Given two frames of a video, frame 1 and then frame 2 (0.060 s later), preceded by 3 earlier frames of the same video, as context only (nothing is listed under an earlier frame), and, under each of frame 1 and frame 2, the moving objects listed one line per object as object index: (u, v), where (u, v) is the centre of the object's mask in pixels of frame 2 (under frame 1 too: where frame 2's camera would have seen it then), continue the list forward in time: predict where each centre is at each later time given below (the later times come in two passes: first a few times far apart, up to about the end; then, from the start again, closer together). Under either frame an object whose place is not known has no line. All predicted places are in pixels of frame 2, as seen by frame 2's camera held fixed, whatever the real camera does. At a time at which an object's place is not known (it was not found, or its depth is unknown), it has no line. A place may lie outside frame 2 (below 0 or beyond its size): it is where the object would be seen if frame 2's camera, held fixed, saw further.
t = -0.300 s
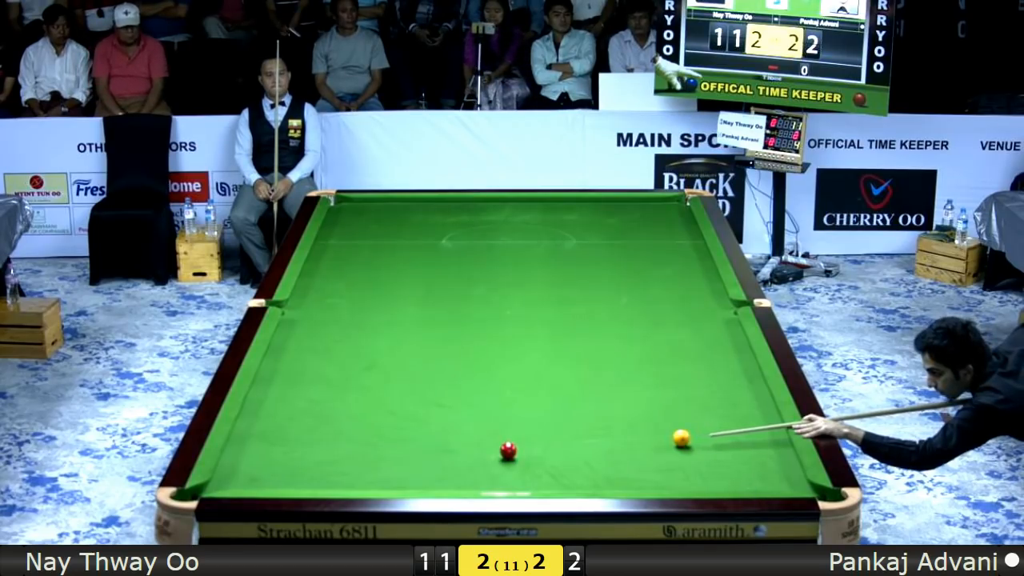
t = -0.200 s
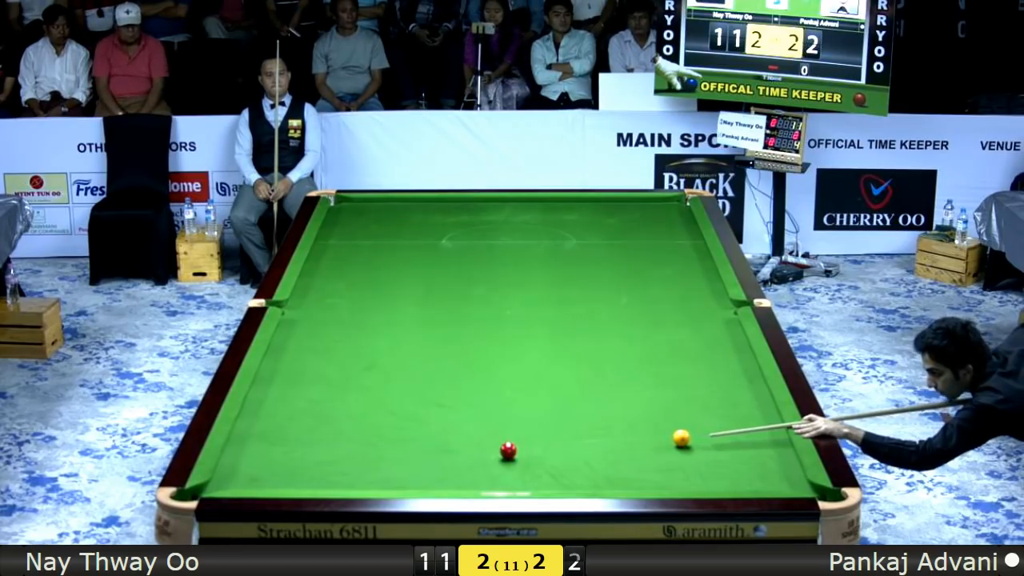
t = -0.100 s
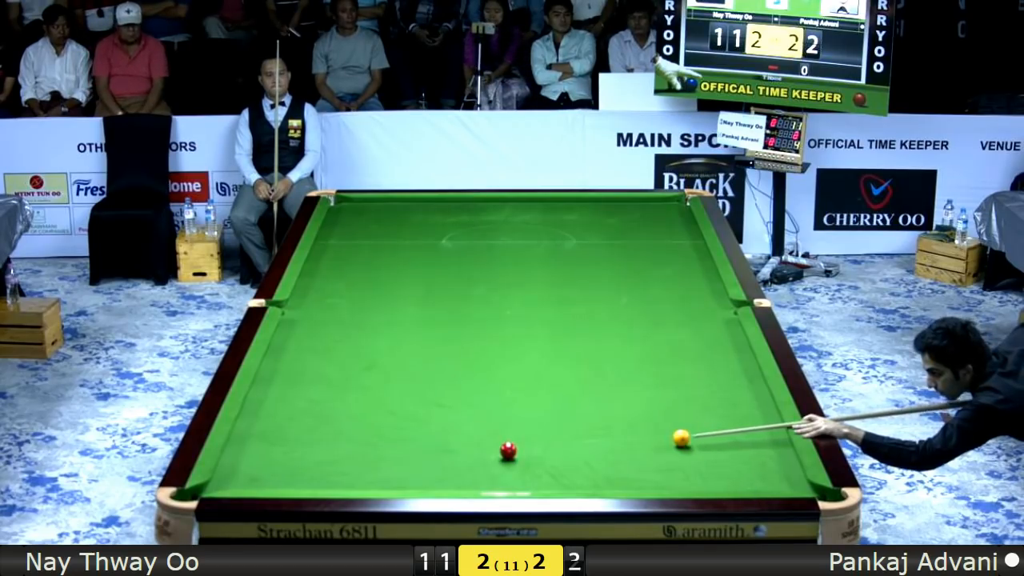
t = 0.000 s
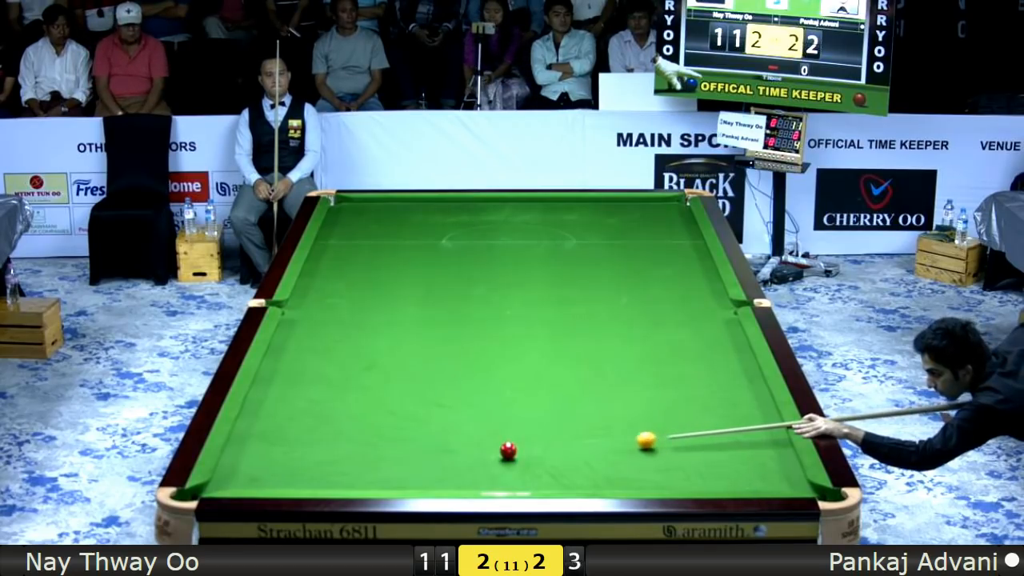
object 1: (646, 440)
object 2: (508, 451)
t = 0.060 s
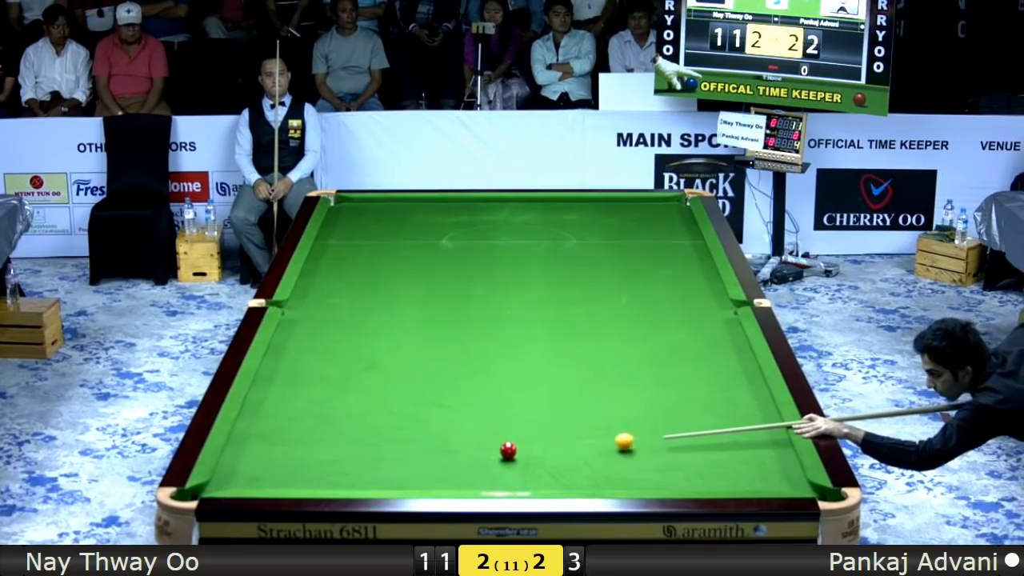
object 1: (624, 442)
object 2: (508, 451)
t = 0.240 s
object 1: (563, 446)
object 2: (508, 451)
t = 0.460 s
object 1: (518, 447)
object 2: (479, 455)
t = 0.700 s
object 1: (497, 445)
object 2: (431, 461)
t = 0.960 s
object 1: (476, 442)
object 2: (381, 468)
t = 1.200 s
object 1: (458, 440)
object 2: (335, 473)
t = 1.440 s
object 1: (442, 439)
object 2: (291, 479)
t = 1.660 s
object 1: (429, 437)
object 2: (252, 482)
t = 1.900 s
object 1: (416, 436)
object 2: (210, 487)
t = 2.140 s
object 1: (404, 435)
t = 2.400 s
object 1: (394, 433)
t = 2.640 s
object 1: (385, 432)
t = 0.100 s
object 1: (611, 443)
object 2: (508, 451)
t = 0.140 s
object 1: (597, 444)
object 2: (508, 451)
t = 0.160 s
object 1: (590, 444)
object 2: (508, 451)
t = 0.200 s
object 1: (576, 445)
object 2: (508, 451)
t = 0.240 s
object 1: (563, 446)
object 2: (508, 451)
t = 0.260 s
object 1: (556, 446)
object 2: (508, 451)
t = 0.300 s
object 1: (542, 447)
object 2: (508, 451)
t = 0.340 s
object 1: (529, 448)
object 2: (508, 451)
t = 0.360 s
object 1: (524, 448)
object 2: (506, 452)
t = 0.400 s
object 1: (522, 448)
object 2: (495, 453)
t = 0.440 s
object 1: (520, 448)
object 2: (484, 454)
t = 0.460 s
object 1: (518, 447)
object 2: (479, 455)
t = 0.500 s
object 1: (515, 447)
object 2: (471, 457)
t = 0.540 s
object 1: (511, 447)
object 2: (463, 457)
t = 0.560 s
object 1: (509, 446)
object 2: (459, 458)
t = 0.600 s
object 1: (506, 446)
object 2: (451, 459)
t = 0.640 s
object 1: (502, 446)
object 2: (443, 460)
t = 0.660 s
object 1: (501, 446)
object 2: (439, 461)
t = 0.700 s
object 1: (497, 445)
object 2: (431, 461)
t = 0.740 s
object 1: (494, 444)
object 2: (423, 462)
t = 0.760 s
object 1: (492, 444)
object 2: (419, 463)
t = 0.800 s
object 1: (489, 444)
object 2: (412, 464)
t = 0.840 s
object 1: (486, 443)
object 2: (404, 465)
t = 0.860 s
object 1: (484, 443)
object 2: (400, 466)
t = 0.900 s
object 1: (481, 443)
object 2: (392, 466)
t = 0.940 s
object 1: (478, 443)
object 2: (385, 468)
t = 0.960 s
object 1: (476, 442)
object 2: (381, 468)
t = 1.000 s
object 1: (473, 442)
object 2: (373, 469)
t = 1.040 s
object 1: (470, 442)
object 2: (366, 470)
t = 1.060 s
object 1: (469, 442)
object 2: (362, 470)
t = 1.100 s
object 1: (466, 441)
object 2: (354, 471)
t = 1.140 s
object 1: (463, 441)
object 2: (347, 472)
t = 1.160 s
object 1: (461, 441)
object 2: (343, 473)
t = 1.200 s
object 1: (458, 440)
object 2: (335, 473)
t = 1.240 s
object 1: (456, 440)
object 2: (328, 474)
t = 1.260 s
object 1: (454, 440)
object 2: (324, 475)
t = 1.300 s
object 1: (452, 440)
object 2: (317, 476)
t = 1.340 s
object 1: (449, 440)
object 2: (309, 477)
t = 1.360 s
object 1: (447, 439)
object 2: (305, 477)
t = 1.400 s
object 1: (445, 439)
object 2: (298, 478)
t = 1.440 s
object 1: (442, 439)
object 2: (291, 479)
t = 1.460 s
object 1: (441, 439)
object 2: (287, 479)
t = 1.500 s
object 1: (439, 438)
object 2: (280, 479)
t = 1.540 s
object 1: (436, 438)
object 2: (273, 480)
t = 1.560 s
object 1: (435, 438)
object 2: (270, 480)
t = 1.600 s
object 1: (432, 438)
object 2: (262, 481)
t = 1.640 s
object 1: (430, 438)
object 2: (255, 481)
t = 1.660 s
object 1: (429, 437)
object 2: (252, 482)
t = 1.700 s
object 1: (427, 437)
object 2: (245, 482)
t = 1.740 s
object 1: (424, 437)
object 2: (238, 482)
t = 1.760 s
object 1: (423, 437)
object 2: (234, 483)
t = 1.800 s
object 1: (421, 437)
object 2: (227, 484)
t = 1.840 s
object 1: (419, 436)
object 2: (220, 485)
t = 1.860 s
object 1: (418, 436)
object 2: (216, 485)
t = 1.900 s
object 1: (416, 436)
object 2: (210, 487)
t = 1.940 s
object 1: (414, 436)
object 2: (205, 488)
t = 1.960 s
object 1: (413, 435)
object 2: (204, 490)
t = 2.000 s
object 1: (411, 435)
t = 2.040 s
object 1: (409, 435)
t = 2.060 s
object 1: (408, 435)
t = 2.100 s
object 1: (406, 435)
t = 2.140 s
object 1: (404, 435)
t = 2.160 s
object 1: (403, 434)
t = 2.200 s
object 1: (402, 434)
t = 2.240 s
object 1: (400, 434)
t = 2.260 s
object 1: (399, 434)
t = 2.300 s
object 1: (397, 434)
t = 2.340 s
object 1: (396, 434)
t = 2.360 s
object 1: (395, 434)
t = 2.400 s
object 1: (394, 433)
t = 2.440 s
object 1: (392, 433)
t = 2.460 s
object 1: (391, 433)
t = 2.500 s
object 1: (390, 433)
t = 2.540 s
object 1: (388, 433)
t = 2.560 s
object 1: (388, 433)
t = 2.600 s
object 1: (387, 433)
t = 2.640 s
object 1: (385, 432)
